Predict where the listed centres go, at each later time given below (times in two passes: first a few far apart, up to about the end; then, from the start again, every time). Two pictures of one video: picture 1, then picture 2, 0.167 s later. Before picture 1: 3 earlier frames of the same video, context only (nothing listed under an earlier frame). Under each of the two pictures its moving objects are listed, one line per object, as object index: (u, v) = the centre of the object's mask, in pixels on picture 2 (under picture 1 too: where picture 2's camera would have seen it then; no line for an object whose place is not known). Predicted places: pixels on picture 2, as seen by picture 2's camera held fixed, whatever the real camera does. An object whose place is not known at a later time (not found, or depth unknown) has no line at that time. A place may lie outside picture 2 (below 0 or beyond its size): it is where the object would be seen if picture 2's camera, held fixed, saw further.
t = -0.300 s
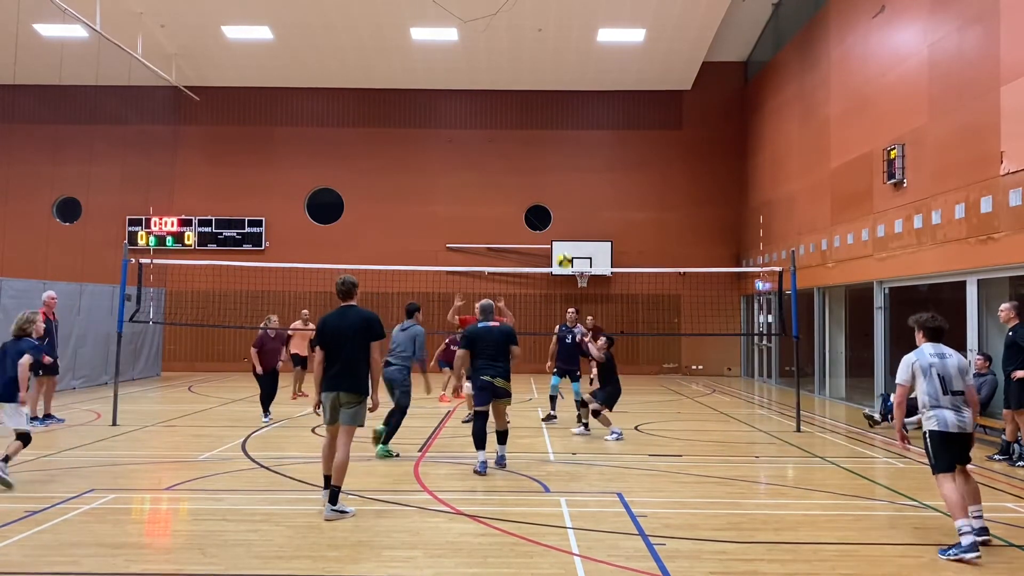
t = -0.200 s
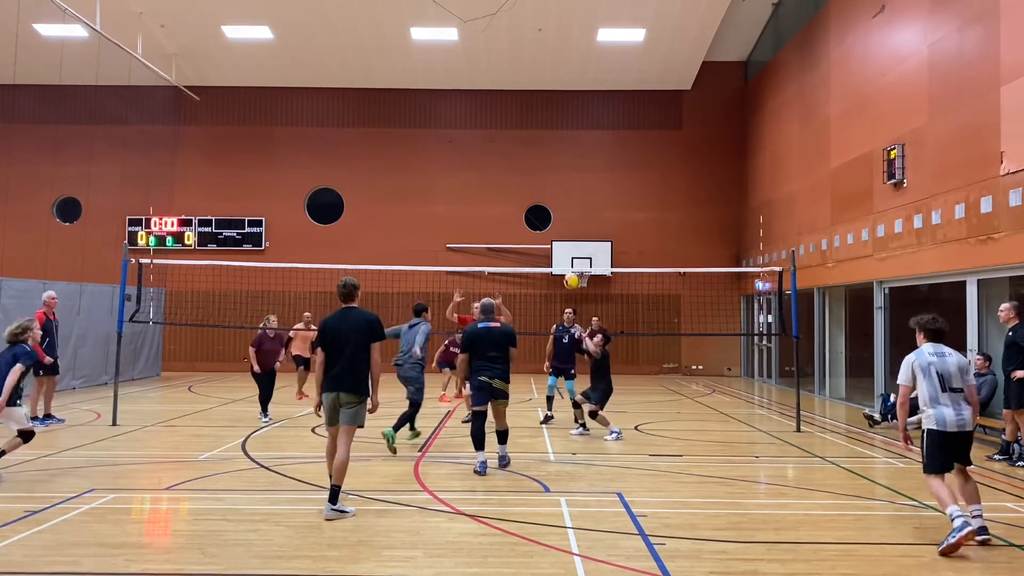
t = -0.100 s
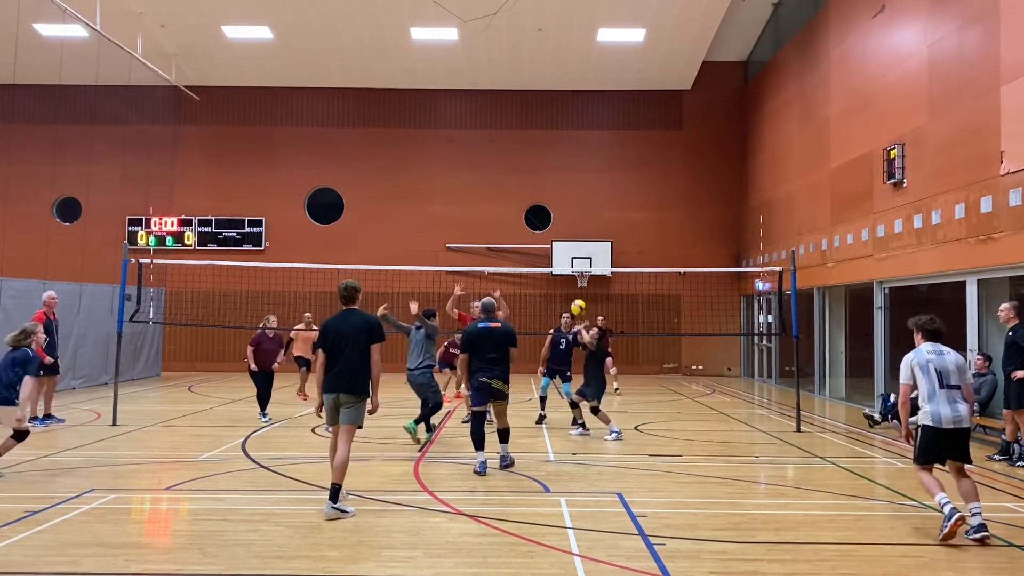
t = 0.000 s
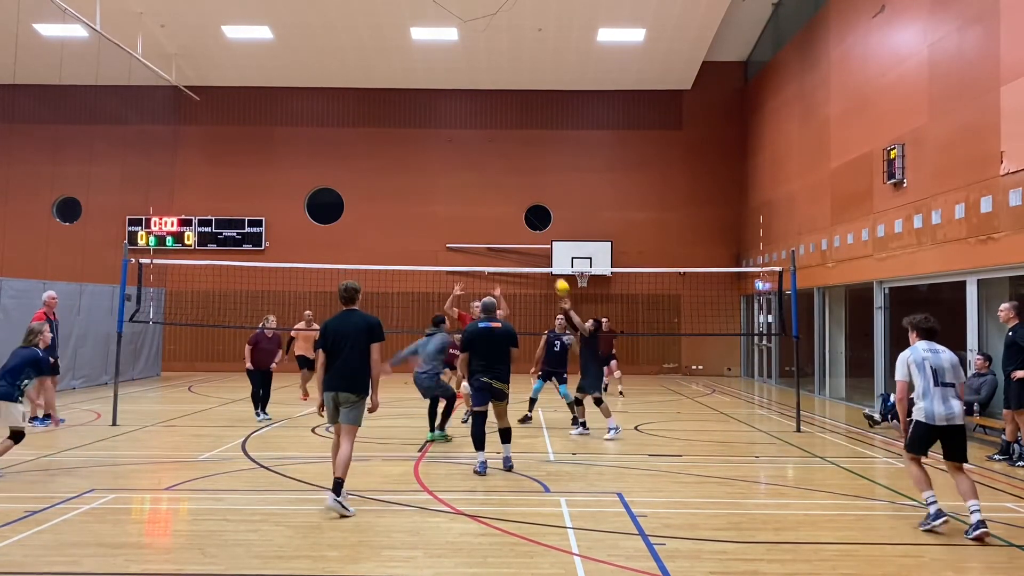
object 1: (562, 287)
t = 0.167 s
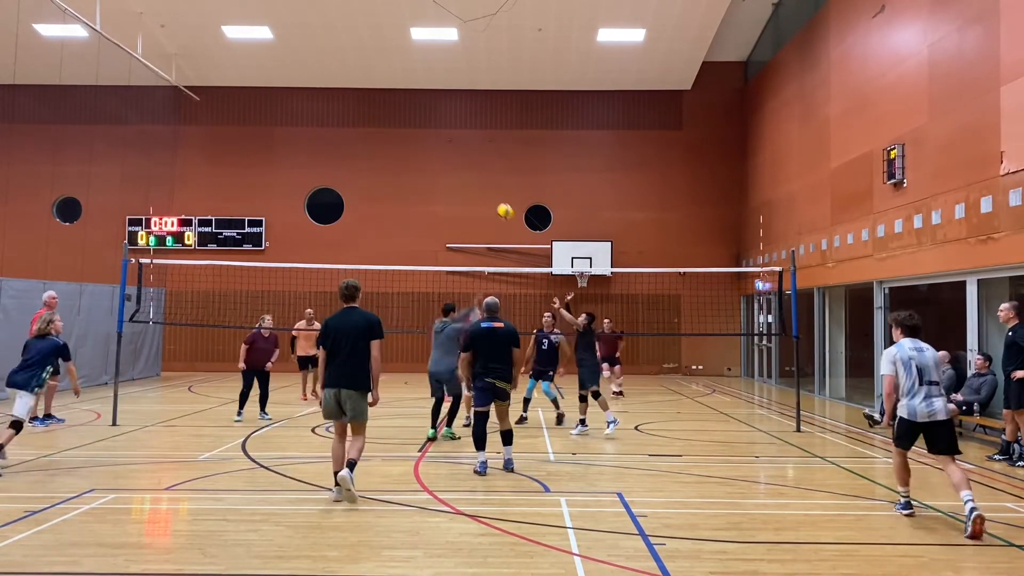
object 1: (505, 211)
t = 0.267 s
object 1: (472, 175)
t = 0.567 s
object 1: (378, 112)
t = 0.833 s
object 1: (296, 108)
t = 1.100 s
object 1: (217, 154)
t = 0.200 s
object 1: (494, 198)
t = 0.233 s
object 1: (484, 187)
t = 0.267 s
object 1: (472, 175)
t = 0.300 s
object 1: (461, 165)
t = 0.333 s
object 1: (451, 156)
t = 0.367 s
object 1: (440, 148)
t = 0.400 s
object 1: (430, 140)
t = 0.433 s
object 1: (419, 133)
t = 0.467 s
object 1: (409, 127)
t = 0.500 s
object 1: (398, 121)
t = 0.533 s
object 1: (388, 116)
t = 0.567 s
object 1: (378, 112)
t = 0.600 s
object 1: (367, 109)
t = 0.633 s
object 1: (357, 107)
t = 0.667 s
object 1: (347, 105)
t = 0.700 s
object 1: (336, 104)
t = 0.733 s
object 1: (327, 104)
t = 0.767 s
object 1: (316, 105)
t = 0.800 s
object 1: (306, 106)
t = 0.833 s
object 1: (296, 108)
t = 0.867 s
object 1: (286, 112)
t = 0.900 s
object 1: (276, 115)
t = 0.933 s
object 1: (266, 120)
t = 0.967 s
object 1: (256, 125)
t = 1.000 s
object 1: (246, 131)
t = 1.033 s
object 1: (237, 138)
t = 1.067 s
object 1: (227, 146)
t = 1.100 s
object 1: (217, 154)
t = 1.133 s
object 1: (207, 164)
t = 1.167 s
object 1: (198, 174)
